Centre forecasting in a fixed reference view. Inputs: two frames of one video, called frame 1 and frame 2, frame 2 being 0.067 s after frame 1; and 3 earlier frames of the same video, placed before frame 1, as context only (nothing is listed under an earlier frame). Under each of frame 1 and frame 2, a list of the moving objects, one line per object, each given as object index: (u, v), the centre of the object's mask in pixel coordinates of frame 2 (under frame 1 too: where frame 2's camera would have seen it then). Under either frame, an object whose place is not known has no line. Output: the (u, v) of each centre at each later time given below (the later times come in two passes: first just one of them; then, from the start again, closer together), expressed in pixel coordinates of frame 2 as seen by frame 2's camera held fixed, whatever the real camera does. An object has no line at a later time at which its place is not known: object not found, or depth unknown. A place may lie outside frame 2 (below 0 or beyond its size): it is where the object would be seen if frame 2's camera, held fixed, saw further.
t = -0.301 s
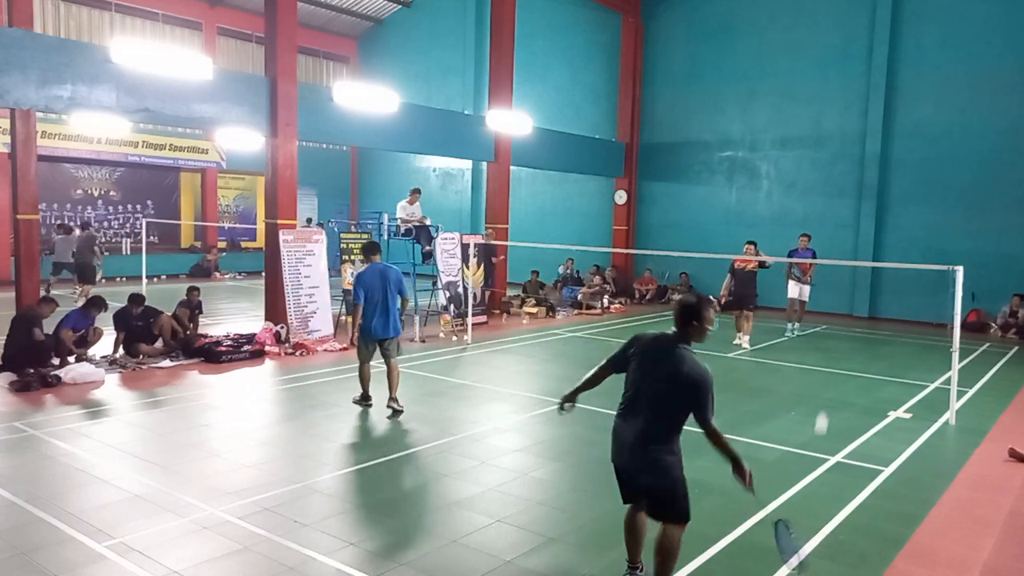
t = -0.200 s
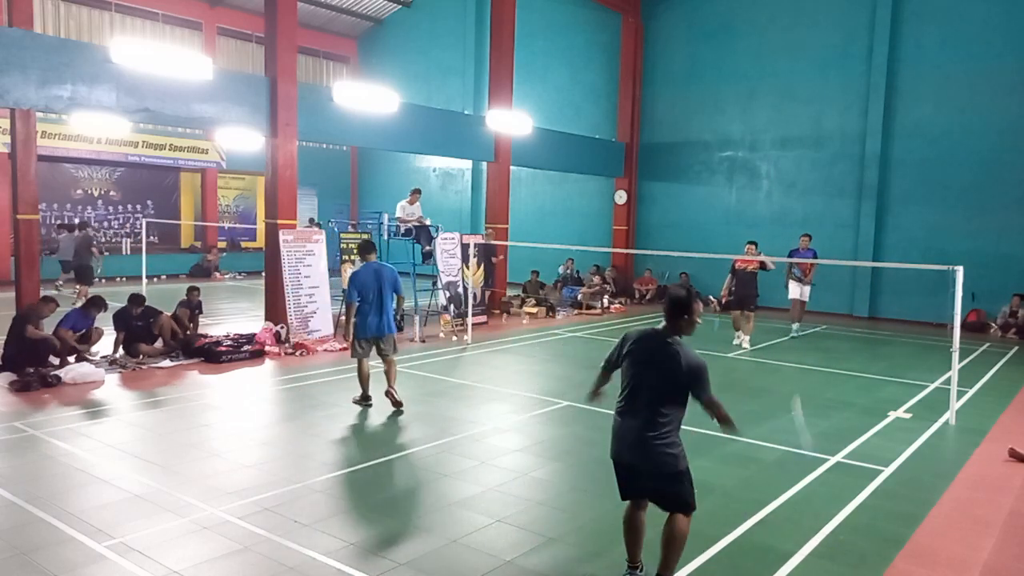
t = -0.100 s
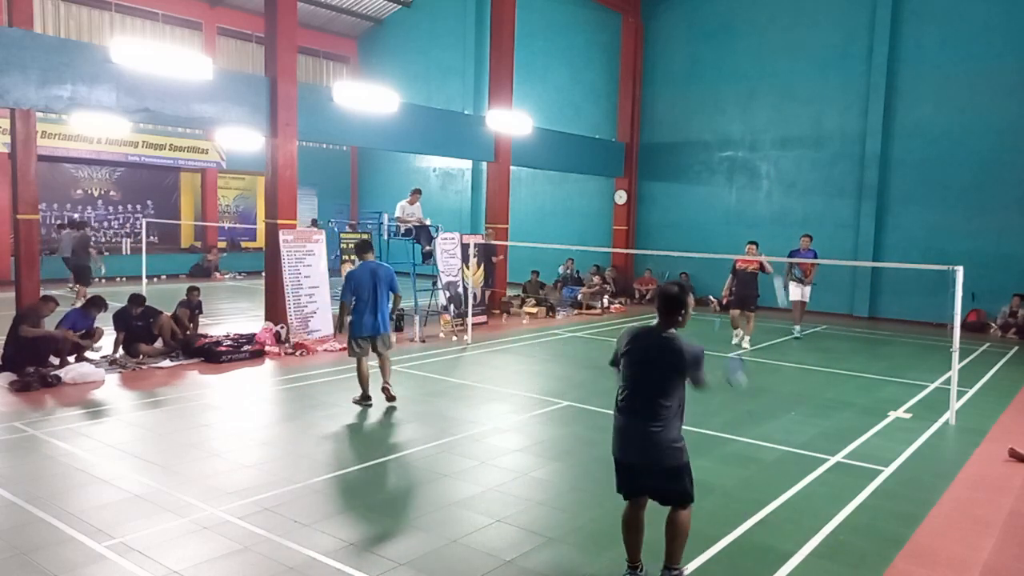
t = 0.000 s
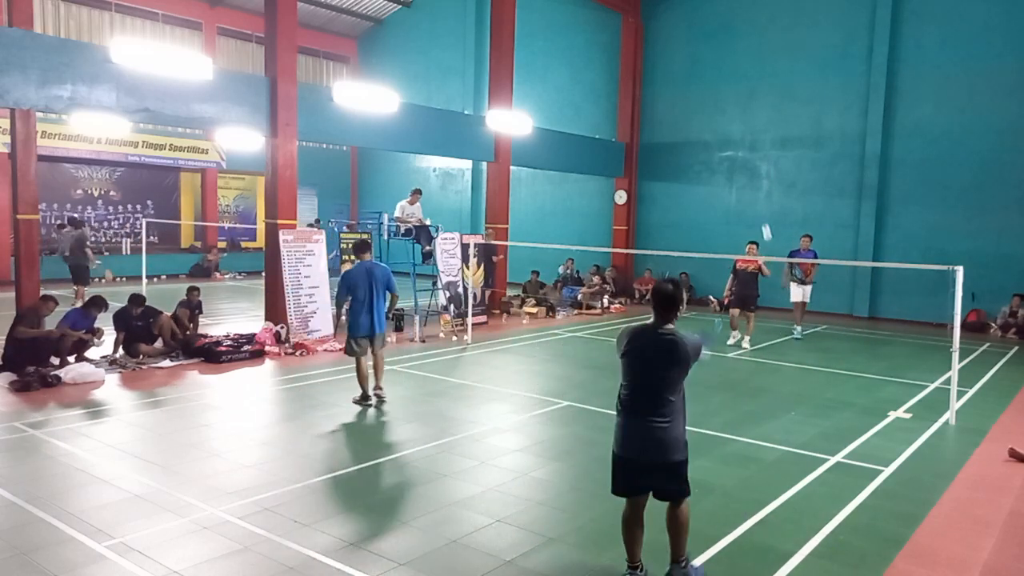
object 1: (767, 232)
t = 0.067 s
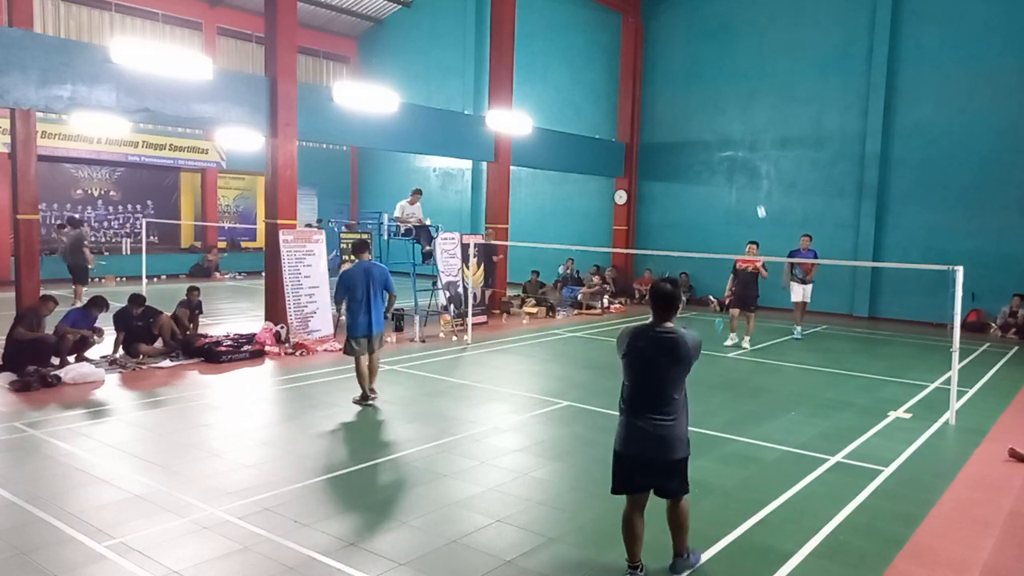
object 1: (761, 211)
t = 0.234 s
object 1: (752, 193)
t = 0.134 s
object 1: (757, 200)
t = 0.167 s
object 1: (755, 197)
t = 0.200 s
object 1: (754, 194)
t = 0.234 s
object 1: (752, 193)
